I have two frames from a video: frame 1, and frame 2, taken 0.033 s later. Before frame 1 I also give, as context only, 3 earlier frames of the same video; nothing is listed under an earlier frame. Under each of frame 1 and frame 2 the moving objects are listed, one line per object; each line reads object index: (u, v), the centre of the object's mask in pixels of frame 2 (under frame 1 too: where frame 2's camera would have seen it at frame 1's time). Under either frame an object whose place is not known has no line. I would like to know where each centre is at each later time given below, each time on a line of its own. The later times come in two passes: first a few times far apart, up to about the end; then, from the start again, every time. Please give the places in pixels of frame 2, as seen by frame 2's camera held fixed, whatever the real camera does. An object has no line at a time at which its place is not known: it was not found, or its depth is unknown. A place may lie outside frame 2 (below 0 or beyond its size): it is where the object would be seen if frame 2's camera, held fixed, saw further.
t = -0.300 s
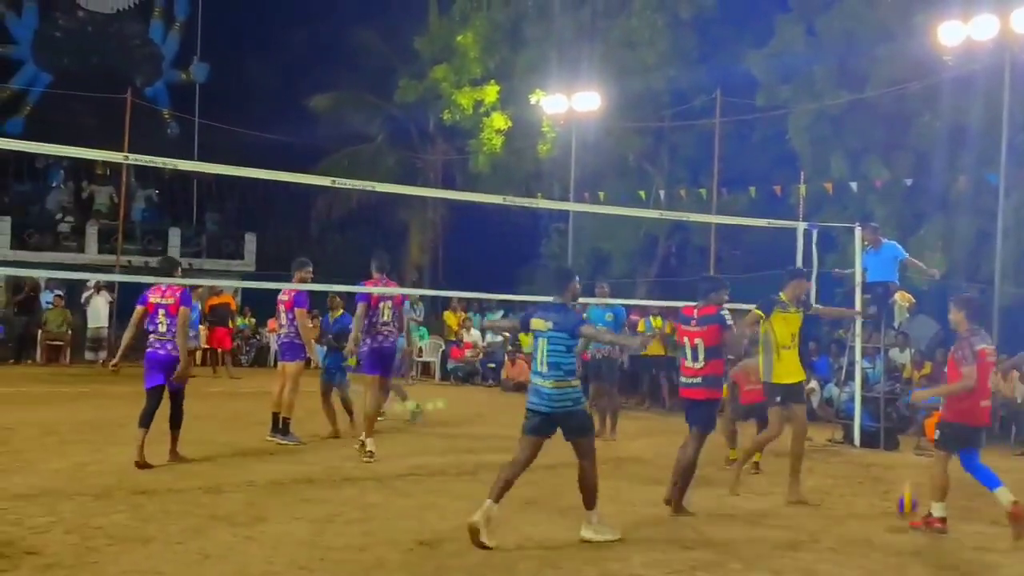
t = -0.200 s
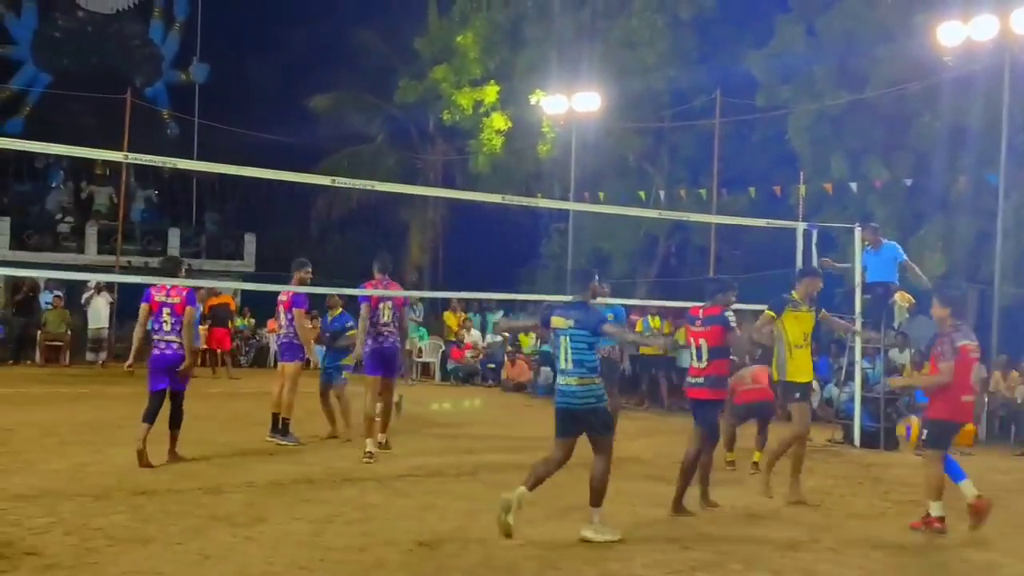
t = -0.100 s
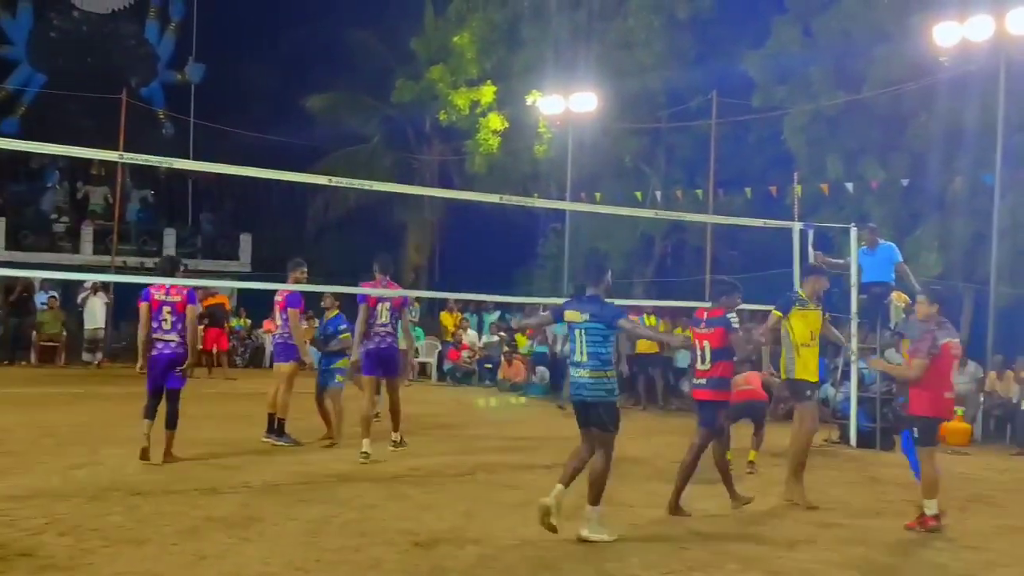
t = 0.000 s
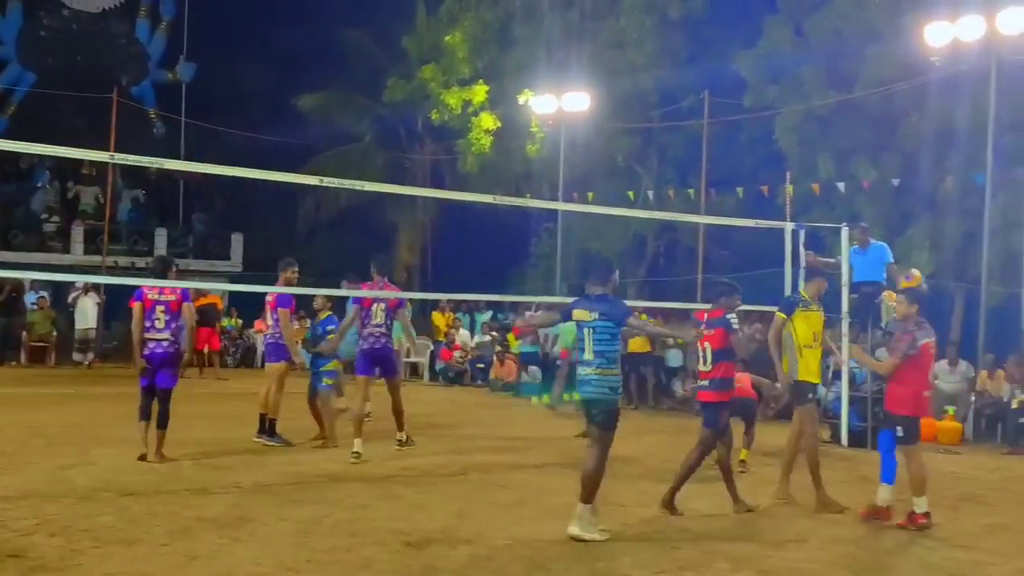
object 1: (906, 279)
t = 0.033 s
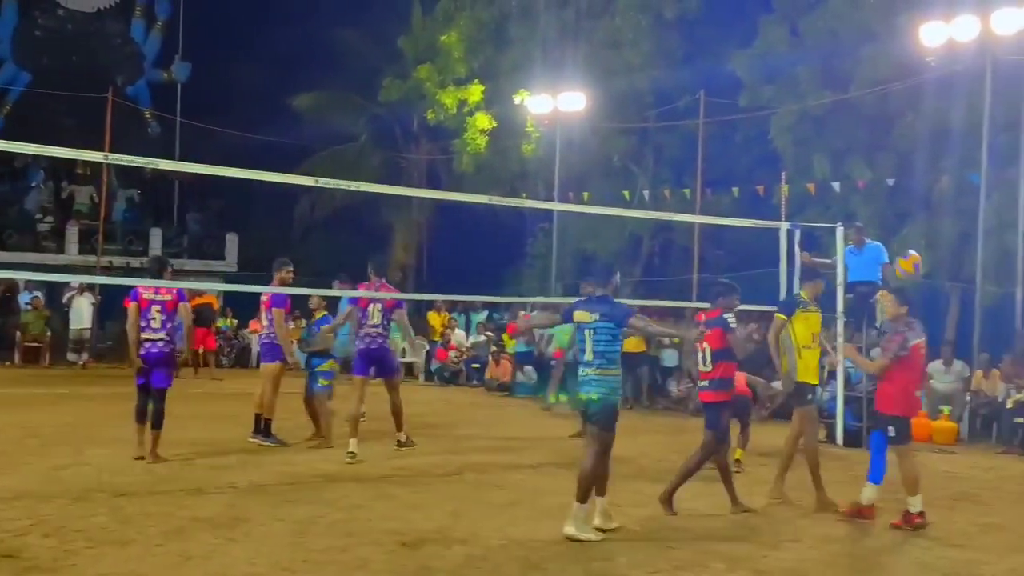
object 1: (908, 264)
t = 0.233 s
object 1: (919, 181)
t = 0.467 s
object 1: (930, 150)
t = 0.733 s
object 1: (940, 198)
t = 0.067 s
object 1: (910, 246)
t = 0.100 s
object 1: (912, 230)
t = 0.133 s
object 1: (914, 215)
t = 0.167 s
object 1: (916, 202)
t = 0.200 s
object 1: (918, 191)
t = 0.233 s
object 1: (919, 181)
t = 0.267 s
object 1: (922, 173)
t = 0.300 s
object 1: (923, 165)
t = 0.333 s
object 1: (925, 159)
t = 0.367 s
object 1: (926, 154)
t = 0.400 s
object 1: (928, 151)
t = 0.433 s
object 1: (929, 149)
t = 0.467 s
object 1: (930, 150)
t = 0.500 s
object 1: (931, 151)
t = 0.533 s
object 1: (933, 154)
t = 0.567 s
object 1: (934, 158)
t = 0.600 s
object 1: (935, 163)
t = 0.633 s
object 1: (937, 170)
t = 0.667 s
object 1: (938, 178)
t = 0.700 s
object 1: (938, 187)
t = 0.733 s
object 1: (940, 198)
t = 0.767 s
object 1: (942, 211)
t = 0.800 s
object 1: (943, 225)
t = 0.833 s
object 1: (944, 240)
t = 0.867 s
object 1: (945, 257)
